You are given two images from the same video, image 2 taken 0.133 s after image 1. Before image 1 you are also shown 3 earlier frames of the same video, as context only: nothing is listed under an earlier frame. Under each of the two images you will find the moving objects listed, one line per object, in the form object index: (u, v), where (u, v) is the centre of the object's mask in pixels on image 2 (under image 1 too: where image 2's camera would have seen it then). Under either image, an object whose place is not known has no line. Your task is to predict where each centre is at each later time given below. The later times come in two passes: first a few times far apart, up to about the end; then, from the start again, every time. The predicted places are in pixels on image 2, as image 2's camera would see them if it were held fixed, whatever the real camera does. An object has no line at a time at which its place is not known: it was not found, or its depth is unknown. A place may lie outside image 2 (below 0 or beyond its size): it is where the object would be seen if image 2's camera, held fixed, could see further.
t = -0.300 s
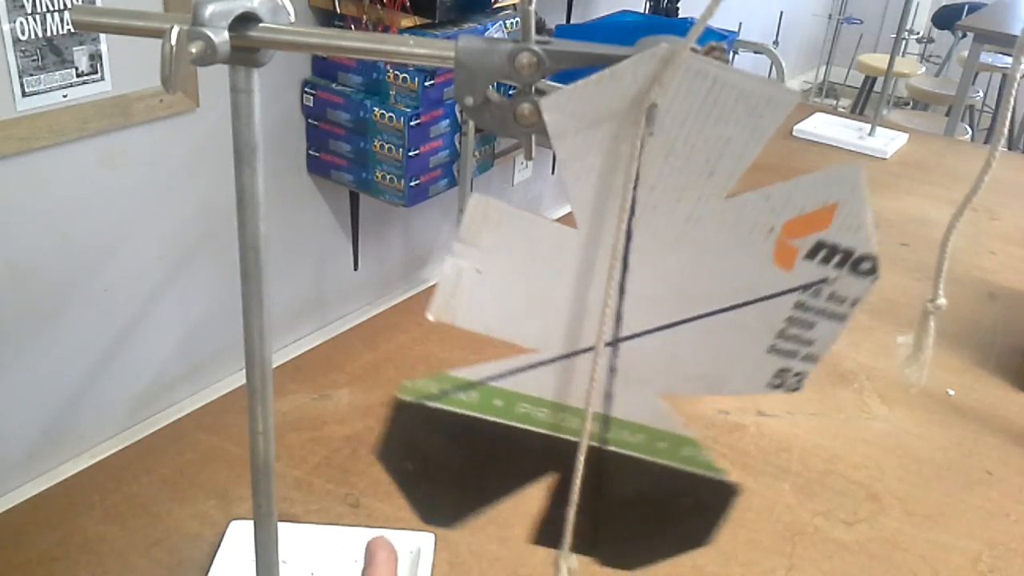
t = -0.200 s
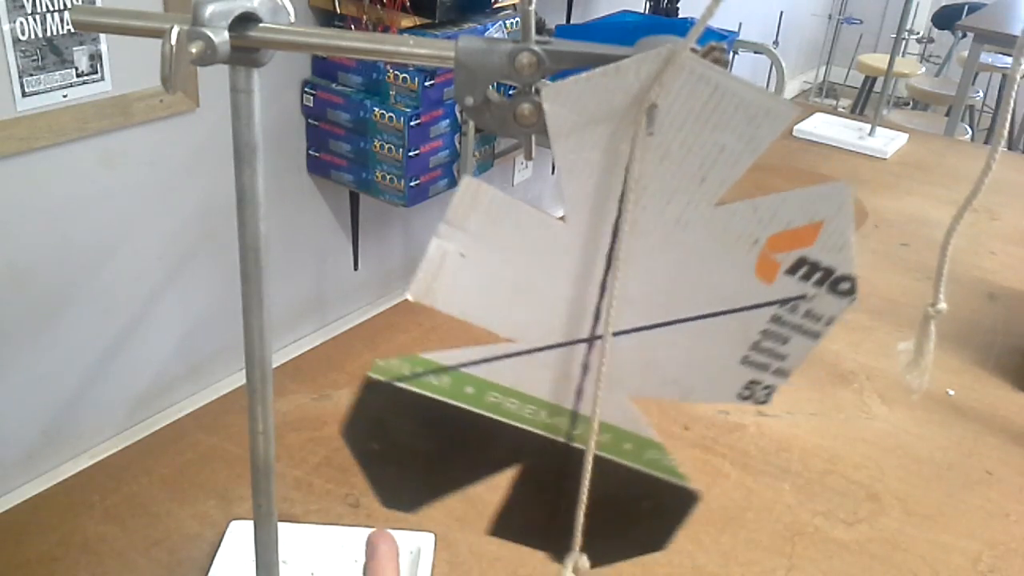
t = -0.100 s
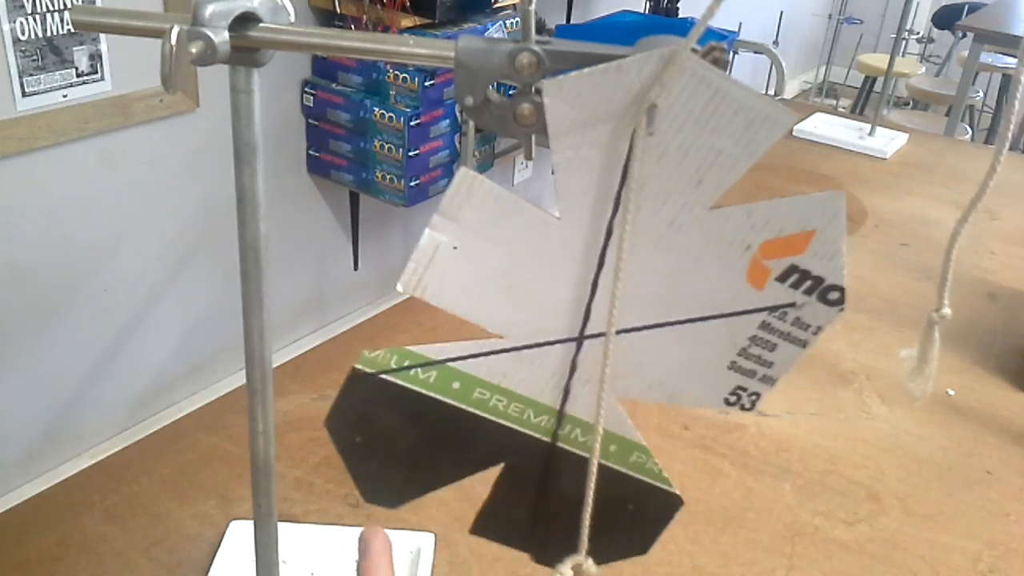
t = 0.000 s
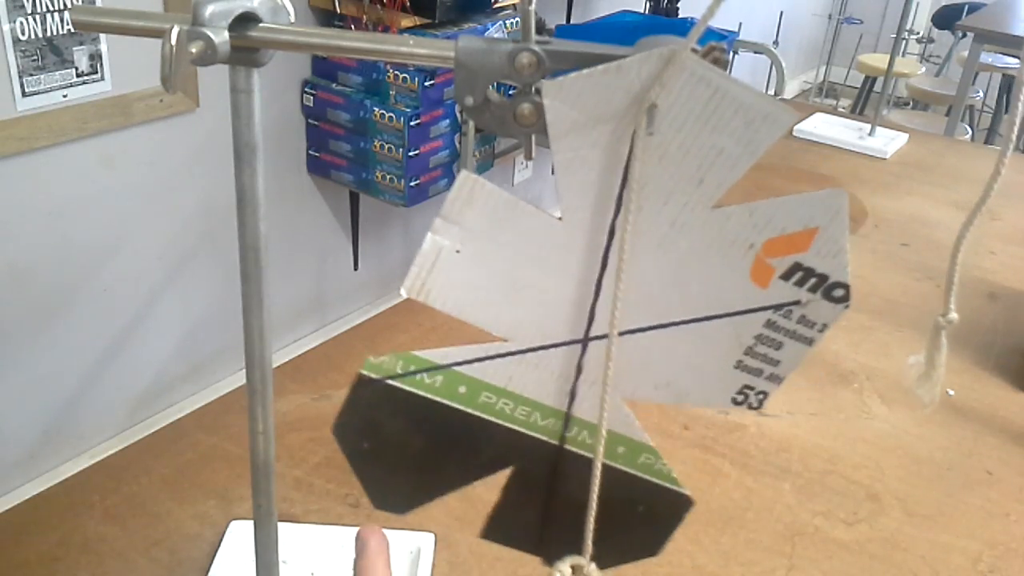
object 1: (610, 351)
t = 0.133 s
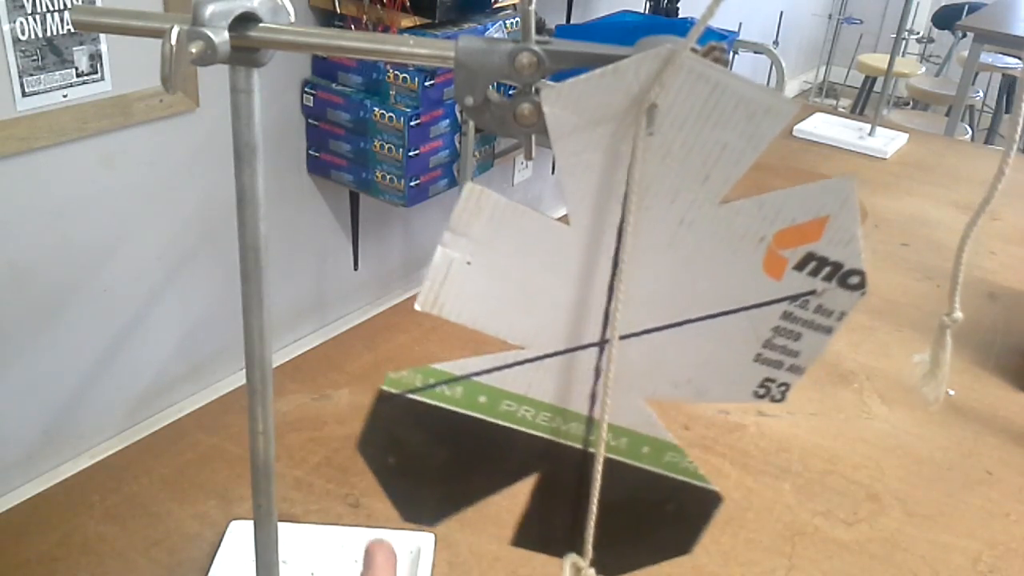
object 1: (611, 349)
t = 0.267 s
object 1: (609, 348)
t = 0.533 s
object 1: (609, 346)
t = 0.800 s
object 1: (617, 342)
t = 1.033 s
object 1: (617, 341)
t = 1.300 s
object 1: (612, 348)
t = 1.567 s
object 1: (617, 353)
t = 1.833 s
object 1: (619, 352)
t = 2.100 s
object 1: (623, 341)
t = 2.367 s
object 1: (618, 338)
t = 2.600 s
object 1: (619, 332)
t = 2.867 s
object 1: (623, 328)
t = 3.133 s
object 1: (618, 331)
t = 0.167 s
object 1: (610, 349)
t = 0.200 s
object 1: (610, 348)
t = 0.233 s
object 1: (609, 347)
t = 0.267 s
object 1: (609, 348)
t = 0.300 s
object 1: (607, 348)
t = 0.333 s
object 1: (607, 346)
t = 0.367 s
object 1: (607, 346)
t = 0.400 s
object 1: (607, 348)
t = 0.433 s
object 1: (606, 348)
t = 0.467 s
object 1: (607, 345)
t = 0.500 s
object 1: (608, 345)
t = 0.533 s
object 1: (609, 346)
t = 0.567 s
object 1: (609, 347)
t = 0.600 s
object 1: (610, 346)
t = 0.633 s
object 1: (611, 346)
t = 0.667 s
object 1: (613, 345)
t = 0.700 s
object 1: (613, 344)
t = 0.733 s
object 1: (615, 342)
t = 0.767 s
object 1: (616, 342)
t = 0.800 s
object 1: (617, 342)
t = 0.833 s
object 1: (618, 342)
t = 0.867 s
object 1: (618, 341)
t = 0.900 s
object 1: (618, 341)
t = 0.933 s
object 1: (618, 341)
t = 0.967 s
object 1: (618, 341)
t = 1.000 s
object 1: (618, 340)
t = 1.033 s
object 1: (617, 341)
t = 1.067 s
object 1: (616, 342)
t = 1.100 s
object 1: (616, 343)
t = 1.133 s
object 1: (615, 344)
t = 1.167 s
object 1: (613, 346)
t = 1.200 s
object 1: (612, 348)
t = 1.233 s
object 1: (612, 348)
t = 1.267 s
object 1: (612, 348)
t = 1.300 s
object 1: (612, 348)
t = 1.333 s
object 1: (612, 348)
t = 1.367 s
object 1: (612, 351)
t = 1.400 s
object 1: (613, 347)
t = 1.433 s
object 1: (612, 350)
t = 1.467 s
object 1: (613, 350)
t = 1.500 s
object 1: (615, 350)
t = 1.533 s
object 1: (616, 352)
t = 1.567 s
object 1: (617, 353)
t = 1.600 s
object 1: (617, 352)
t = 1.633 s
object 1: (618, 349)
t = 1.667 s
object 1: (618, 350)
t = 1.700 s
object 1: (618, 350)
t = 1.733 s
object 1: (618, 350)
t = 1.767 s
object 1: (618, 353)
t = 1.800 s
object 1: (618, 353)
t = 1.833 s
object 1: (619, 352)
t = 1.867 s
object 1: (619, 352)
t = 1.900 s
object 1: (619, 353)
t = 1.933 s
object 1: (619, 351)
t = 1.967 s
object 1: (620, 349)
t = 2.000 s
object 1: (620, 347)
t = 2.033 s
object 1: (621, 344)
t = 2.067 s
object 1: (622, 343)
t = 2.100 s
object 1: (623, 341)
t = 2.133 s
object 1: (624, 340)
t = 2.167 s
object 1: (623, 342)
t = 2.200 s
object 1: (624, 338)
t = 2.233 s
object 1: (623, 337)
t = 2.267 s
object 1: (621, 344)
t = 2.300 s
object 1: (624, 339)
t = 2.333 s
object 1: (620, 347)
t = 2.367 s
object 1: (618, 338)
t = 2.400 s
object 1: (621, 338)
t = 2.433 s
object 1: (620, 343)
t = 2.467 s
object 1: (615, 345)
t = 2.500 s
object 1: (615, 344)
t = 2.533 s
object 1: (618, 336)
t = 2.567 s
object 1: (620, 332)
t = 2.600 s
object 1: (619, 332)
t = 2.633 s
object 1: (619, 333)
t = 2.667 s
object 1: (619, 333)
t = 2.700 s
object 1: (620, 332)
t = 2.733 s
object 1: (621, 331)
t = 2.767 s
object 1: (622, 329)
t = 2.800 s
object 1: (623, 330)
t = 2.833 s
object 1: (623, 329)
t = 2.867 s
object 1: (623, 328)
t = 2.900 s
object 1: (623, 328)
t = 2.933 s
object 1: (623, 328)
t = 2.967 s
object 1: (623, 332)
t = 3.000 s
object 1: (623, 329)
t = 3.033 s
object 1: (623, 328)
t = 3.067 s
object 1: (622, 329)
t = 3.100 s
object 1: (620, 331)
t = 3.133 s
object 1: (618, 331)
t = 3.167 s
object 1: (612, 340)
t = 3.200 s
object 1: (610, 326)
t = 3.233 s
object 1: (612, 325)
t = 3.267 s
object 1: (612, 326)
